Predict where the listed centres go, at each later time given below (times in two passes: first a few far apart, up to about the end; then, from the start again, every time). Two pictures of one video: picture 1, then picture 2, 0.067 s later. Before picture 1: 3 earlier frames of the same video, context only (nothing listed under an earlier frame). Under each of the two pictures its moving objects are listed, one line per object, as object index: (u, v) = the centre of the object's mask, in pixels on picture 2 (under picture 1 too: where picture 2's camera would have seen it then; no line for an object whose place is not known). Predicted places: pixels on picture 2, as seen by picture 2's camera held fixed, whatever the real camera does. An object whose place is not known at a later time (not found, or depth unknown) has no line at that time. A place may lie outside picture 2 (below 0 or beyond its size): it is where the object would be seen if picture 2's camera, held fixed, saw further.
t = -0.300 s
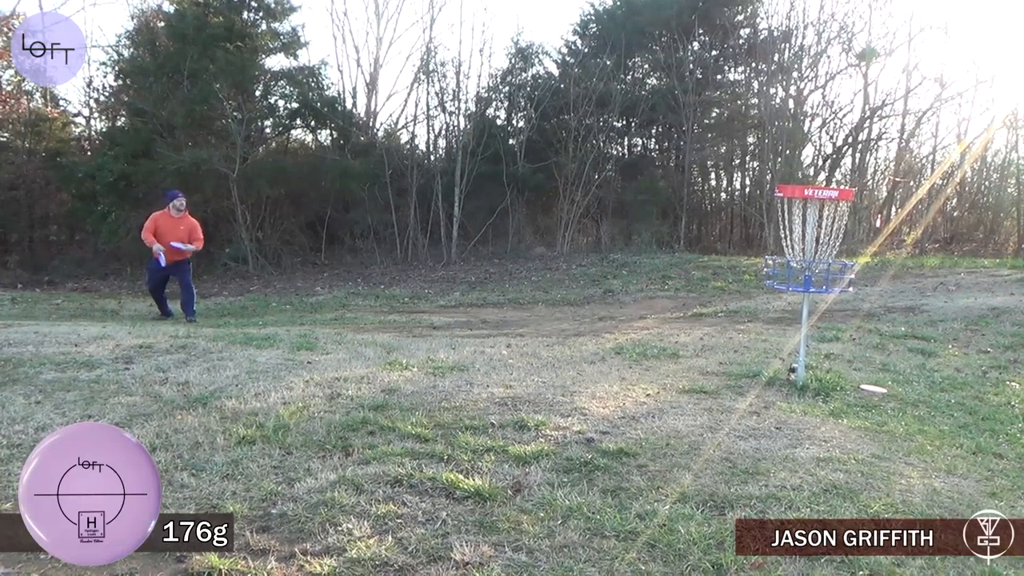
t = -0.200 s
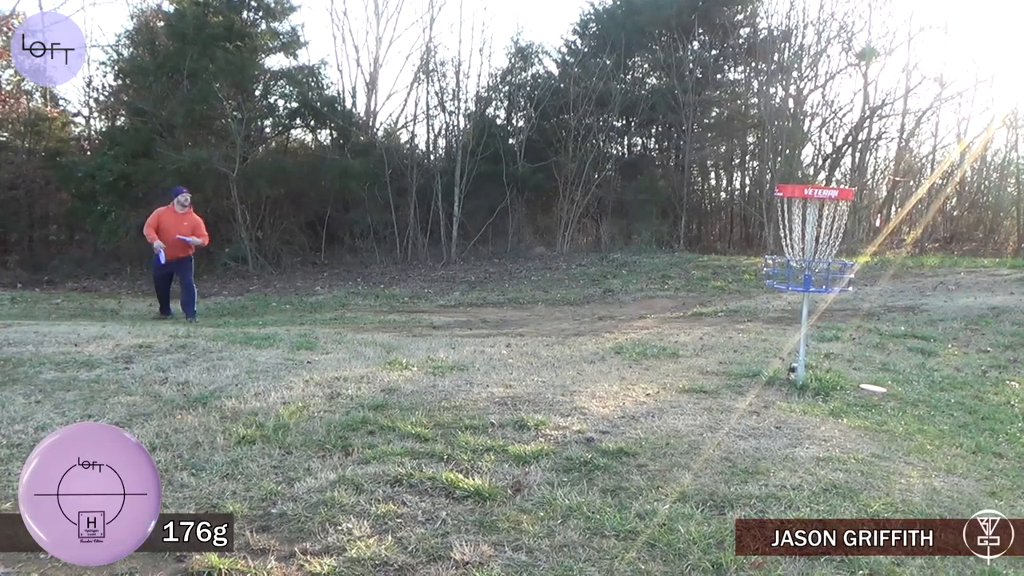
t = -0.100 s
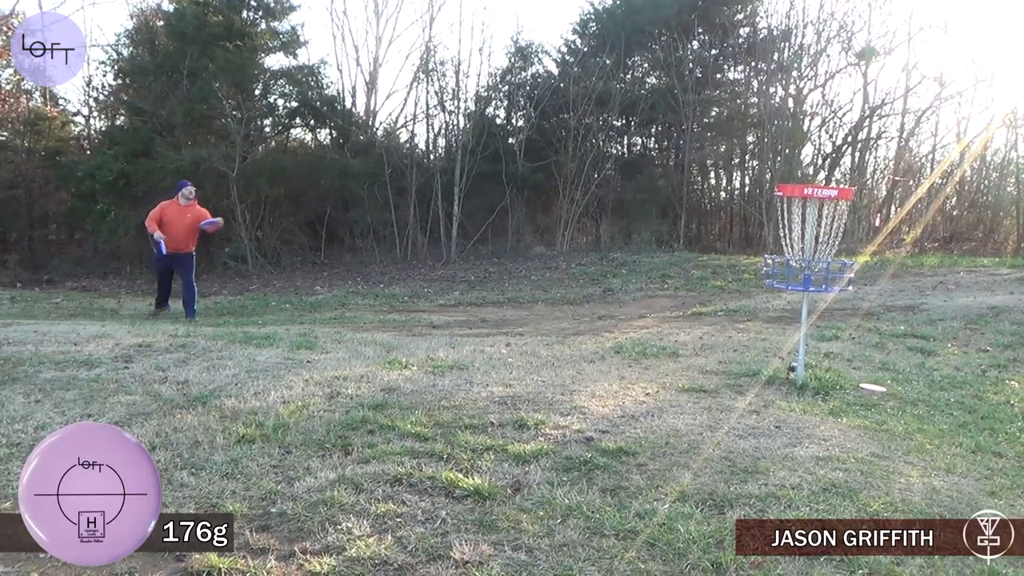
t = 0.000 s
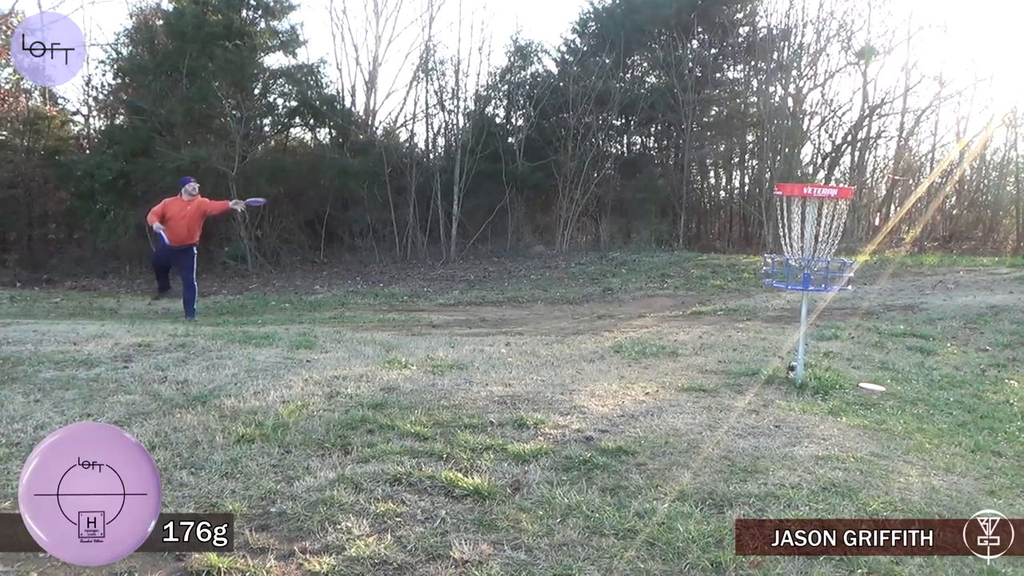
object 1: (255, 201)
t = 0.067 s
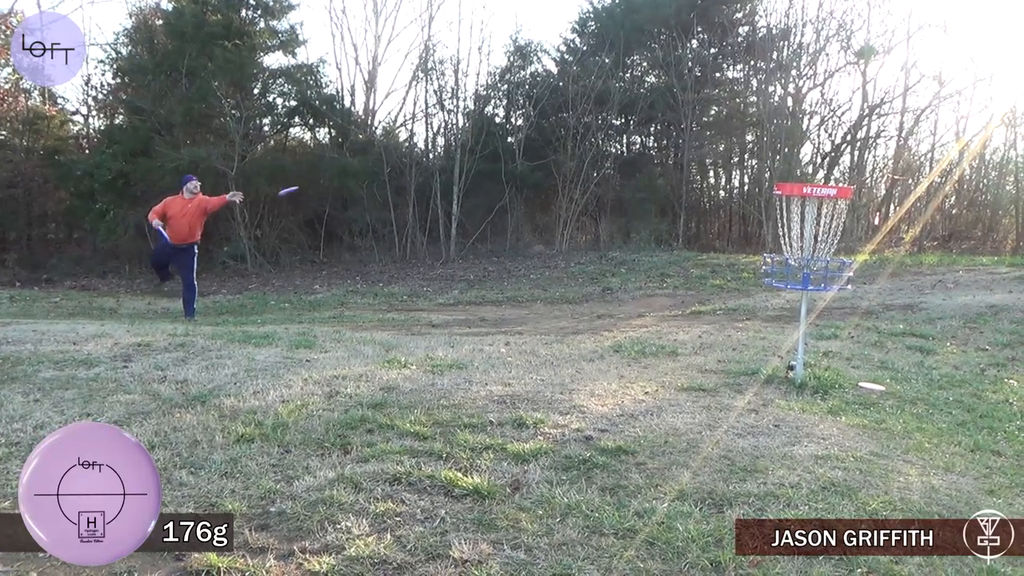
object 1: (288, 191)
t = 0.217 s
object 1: (366, 175)
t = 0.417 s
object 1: (476, 167)
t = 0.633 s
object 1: (604, 177)
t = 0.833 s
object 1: (730, 201)
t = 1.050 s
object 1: (798, 235)
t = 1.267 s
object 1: (797, 254)
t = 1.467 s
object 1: (781, 260)
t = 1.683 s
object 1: (786, 283)
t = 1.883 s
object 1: (786, 284)
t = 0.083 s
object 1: (296, 189)
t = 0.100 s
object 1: (304, 186)
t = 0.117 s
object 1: (313, 184)
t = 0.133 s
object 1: (321, 182)
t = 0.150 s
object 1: (330, 180)
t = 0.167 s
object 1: (338, 179)
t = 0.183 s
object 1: (347, 177)
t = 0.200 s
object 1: (357, 176)
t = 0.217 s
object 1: (366, 175)
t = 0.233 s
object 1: (374, 173)
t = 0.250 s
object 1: (384, 173)
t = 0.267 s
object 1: (392, 171)
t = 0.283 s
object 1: (401, 171)
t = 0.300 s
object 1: (411, 170)
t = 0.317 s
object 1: (421, 168)
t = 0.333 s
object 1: (430, 169)
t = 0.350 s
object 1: (439, 169)
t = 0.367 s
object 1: (448, 168)
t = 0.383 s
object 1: (458, 167)
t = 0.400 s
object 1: (467, 167)
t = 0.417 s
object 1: (476, 167)
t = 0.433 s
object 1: (485, 167)
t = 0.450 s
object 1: (496, 168)
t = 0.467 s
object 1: (506, 168)
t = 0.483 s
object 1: (516, 168)
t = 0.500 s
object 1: (525, 169)
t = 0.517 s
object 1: (535, 169)
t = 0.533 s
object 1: (545, 170)
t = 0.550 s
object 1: (556, 171)
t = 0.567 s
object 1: (566, 172)
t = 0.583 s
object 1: (576, 173)
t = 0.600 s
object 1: (586, 175)
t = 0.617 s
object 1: (595, 175)
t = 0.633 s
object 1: (604, 177)
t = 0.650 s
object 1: (616, 178)
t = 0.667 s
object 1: (626, 180)
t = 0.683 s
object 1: (636, 181)
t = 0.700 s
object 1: (647, 183)
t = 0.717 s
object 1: (656, 185)
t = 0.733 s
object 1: (667, 187)
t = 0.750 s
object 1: (678, 189)
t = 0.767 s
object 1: (688, 191)
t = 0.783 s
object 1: (698, 194)
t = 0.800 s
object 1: (710, 196)
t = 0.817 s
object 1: (720, 199)
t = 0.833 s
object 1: (730, 201)
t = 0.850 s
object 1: (741, 204)
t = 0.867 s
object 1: (752, 207)
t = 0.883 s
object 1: (761, 210)
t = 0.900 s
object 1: (769, 213)
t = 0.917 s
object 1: (777, 216)
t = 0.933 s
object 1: (783, 218)
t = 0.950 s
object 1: (787, 221)
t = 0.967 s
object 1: (790, 223)
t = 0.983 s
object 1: (791, 225)
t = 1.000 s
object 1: (793, 227)
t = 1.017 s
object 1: (794, 230)
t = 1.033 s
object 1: (798, 234)
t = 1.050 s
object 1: (798, 235)
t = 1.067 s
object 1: (799, 239)
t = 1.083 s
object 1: (800, 240)
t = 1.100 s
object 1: (801, 243)
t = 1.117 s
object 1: (801, 243)
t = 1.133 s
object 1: (802, 245)
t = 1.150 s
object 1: (802, 246)
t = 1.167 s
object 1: (802, 247)
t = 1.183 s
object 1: (801, 250)
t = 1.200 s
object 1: (800, 252)
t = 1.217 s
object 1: (800, 253)
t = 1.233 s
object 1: (799, 253)
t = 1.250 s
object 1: (799, 254)
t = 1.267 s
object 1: (797, 254)
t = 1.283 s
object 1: (796, 254)
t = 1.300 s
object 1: (795, 255)
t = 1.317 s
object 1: (794, 255)
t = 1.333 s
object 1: (792, 254)
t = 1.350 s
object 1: (790, 254)
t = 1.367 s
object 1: (790, 255)
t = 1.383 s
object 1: (788, 254)
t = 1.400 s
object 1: (787, 255)
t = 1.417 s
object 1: (784, 256)
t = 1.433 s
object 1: (783, 257)
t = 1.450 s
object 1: (783, 258)
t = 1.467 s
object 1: (781, 260)
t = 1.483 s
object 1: (780, 262)
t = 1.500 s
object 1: (778, 265)
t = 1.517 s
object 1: (777, 267)
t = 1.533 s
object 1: (776, 269)
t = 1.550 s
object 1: (776, 270)
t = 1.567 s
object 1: (779, 272)
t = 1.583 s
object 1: (782, 273)
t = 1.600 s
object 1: (782, 274)
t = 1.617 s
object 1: (783, 276)
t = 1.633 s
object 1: (783, 277)
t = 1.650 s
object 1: (784, 281)
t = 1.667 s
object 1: (785, 282)
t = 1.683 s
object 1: (786, 283)
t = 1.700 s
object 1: (787, 284)
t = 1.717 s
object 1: (787, 283)
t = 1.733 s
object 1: (786, 283)
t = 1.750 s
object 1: (786, 282)
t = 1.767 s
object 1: (786, 283)
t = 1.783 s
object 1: (786, 283)
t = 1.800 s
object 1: (786, 283)
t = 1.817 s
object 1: (785, 284)
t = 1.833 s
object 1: (785, 284)
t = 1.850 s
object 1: (786, 284)
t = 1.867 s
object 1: (786, 284)
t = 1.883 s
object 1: (786, 284)
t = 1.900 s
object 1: (786, 284)
